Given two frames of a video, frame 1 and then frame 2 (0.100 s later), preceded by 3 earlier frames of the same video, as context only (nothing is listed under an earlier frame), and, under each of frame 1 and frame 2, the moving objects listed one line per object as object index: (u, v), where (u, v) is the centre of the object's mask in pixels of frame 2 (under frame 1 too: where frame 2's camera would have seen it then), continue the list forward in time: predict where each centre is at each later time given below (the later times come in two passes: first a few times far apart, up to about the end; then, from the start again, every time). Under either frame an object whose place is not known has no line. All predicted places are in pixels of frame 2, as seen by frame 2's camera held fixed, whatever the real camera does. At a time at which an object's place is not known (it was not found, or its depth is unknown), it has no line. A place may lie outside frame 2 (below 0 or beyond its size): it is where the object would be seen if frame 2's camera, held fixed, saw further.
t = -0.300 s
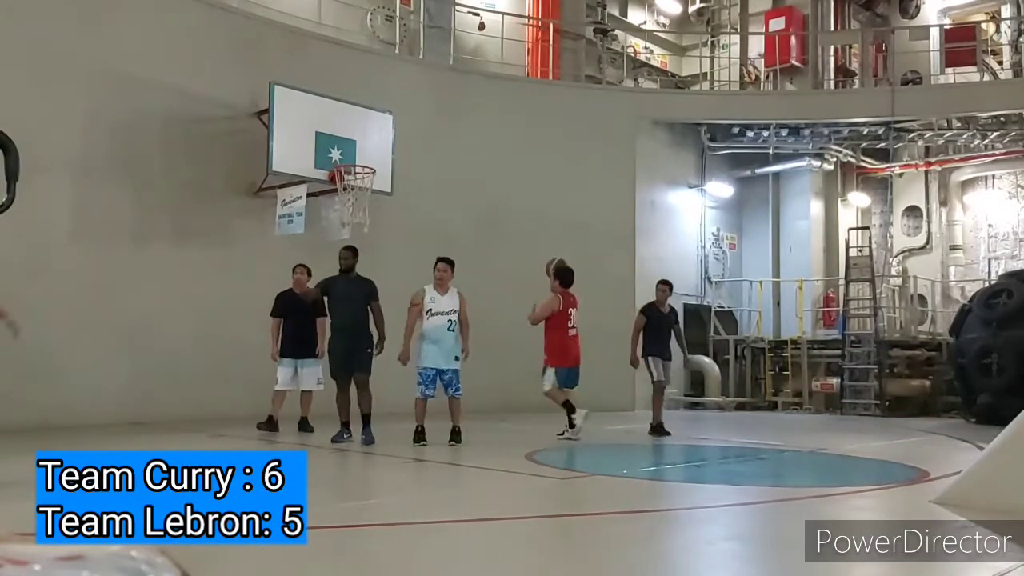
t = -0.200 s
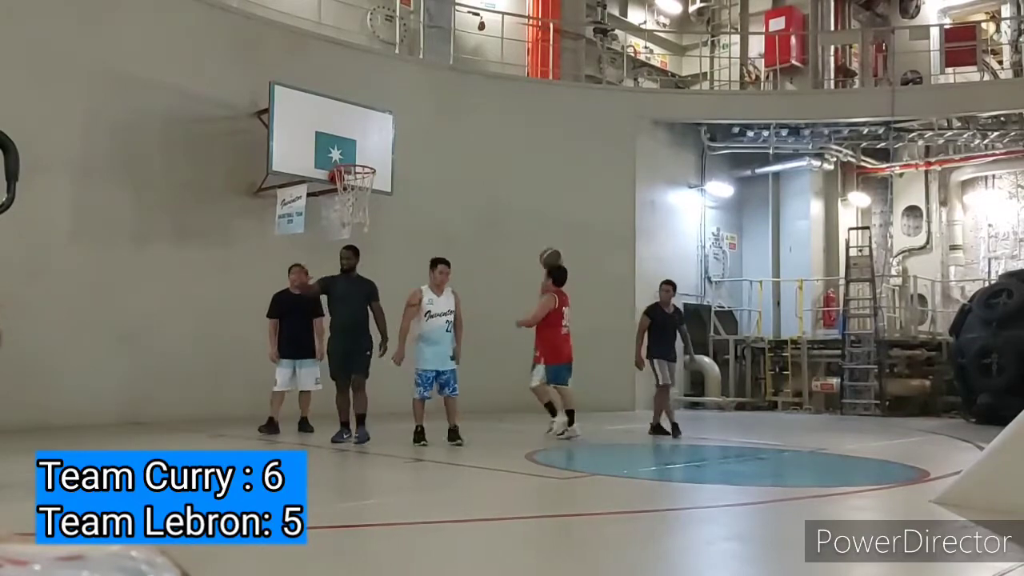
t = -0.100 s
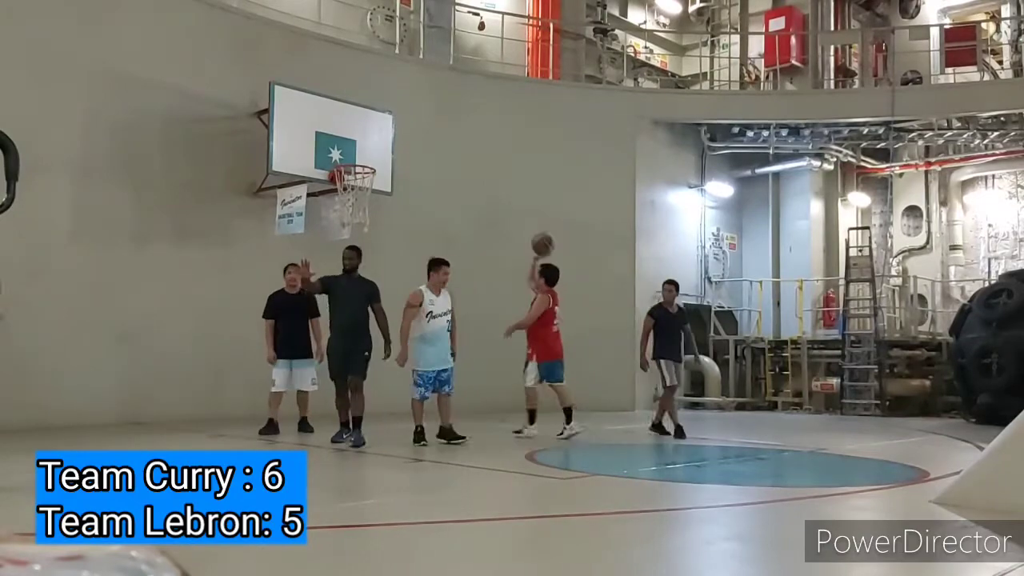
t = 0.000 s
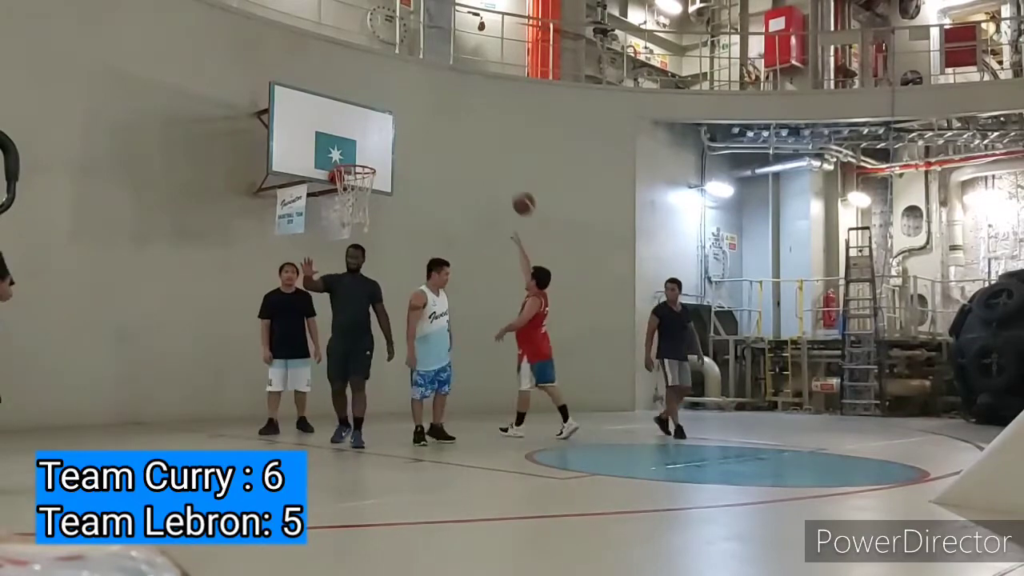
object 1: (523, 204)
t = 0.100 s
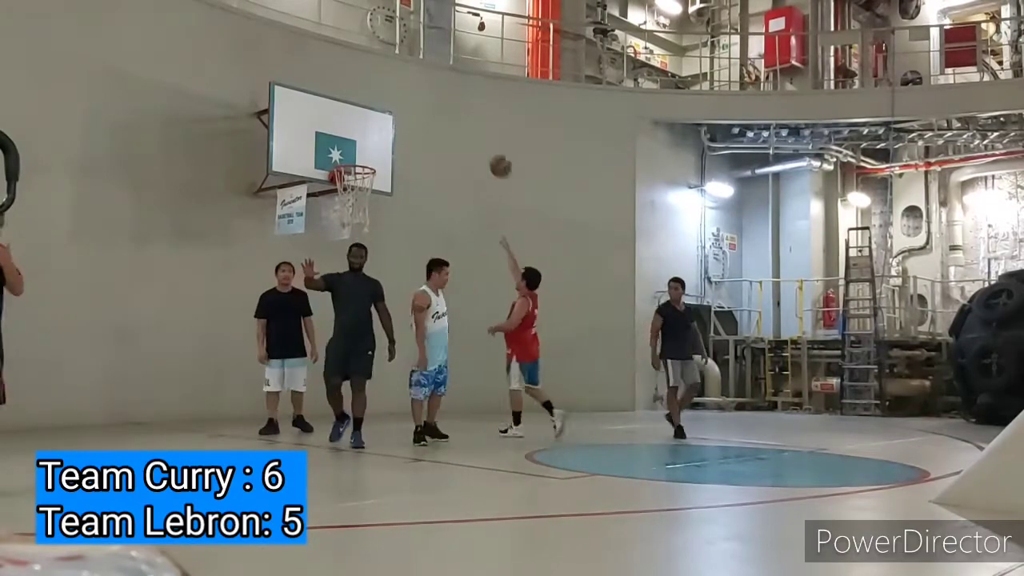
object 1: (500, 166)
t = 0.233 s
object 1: (471, 131)
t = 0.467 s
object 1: (422, 109)
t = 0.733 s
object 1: (368, 141)
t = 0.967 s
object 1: (350, 206)
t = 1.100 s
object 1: (357, 238)
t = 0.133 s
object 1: (492, 156)
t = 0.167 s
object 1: (485, 146)
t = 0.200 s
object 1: (478, 138)
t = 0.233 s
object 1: (471, 131)
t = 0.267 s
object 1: (464, 125)
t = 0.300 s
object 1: (456, 120)
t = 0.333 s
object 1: (449, 116)
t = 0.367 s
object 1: (442, 112)
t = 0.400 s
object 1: (436, 110)
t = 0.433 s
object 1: (429, 109)
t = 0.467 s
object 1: (422, 109)
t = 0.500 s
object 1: (414, 110)
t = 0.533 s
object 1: (408, 112)
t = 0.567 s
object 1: (401, 114)
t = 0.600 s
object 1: (396, 118)
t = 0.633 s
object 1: (388, 122)
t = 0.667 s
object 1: (381, 127)
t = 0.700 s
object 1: (375, 133)
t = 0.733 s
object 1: (368, 141)
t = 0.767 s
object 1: (362, 149)
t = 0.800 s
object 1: (355, 158)
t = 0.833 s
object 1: (350, 167)
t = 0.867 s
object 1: (346, 179)
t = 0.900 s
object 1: (348, 184)
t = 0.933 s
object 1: (348, 198)
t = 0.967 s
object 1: (350, 206)
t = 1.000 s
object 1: (351, 210)
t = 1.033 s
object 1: (354, 219)
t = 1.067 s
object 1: (355, 228)
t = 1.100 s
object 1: (357, 238)
